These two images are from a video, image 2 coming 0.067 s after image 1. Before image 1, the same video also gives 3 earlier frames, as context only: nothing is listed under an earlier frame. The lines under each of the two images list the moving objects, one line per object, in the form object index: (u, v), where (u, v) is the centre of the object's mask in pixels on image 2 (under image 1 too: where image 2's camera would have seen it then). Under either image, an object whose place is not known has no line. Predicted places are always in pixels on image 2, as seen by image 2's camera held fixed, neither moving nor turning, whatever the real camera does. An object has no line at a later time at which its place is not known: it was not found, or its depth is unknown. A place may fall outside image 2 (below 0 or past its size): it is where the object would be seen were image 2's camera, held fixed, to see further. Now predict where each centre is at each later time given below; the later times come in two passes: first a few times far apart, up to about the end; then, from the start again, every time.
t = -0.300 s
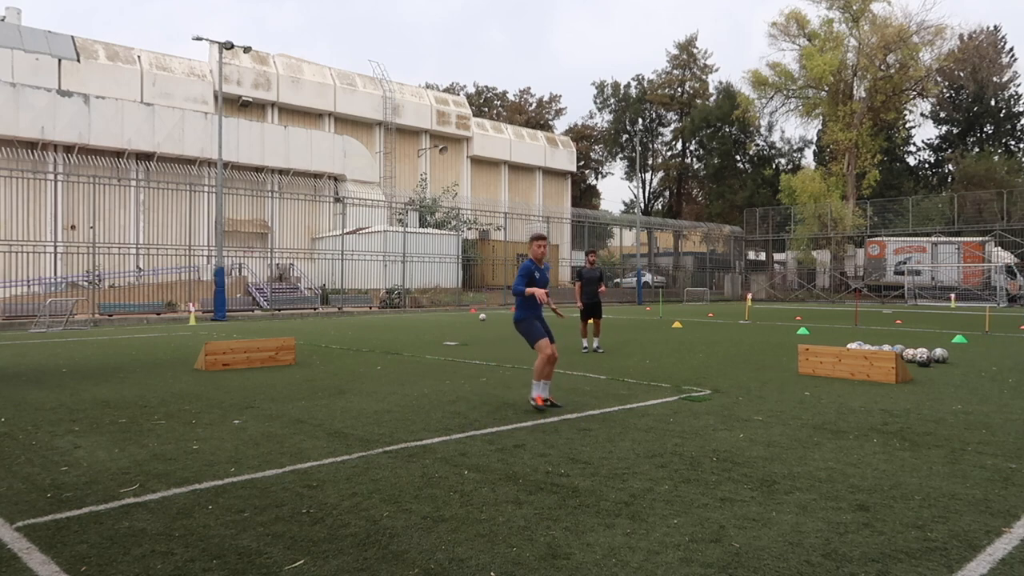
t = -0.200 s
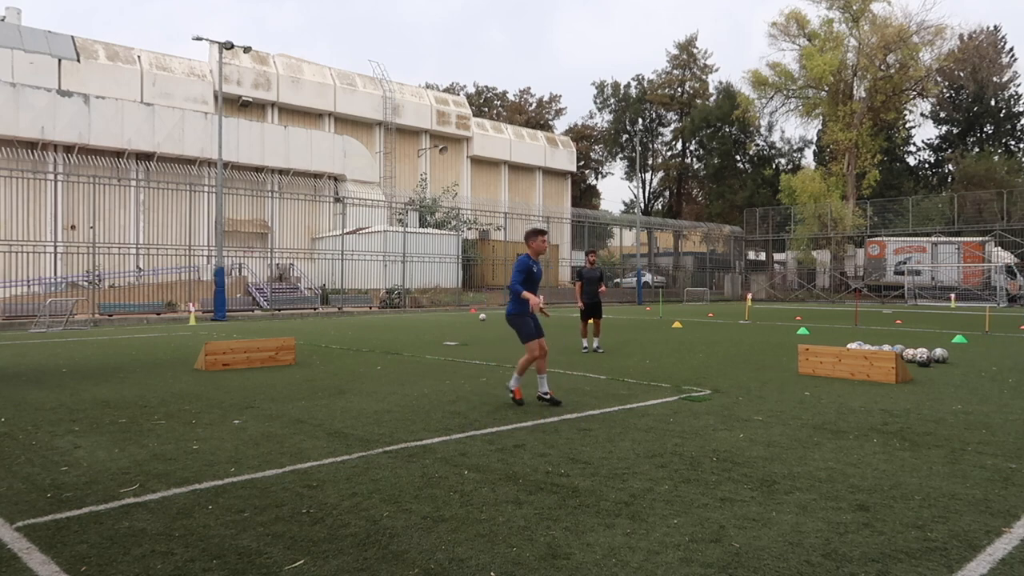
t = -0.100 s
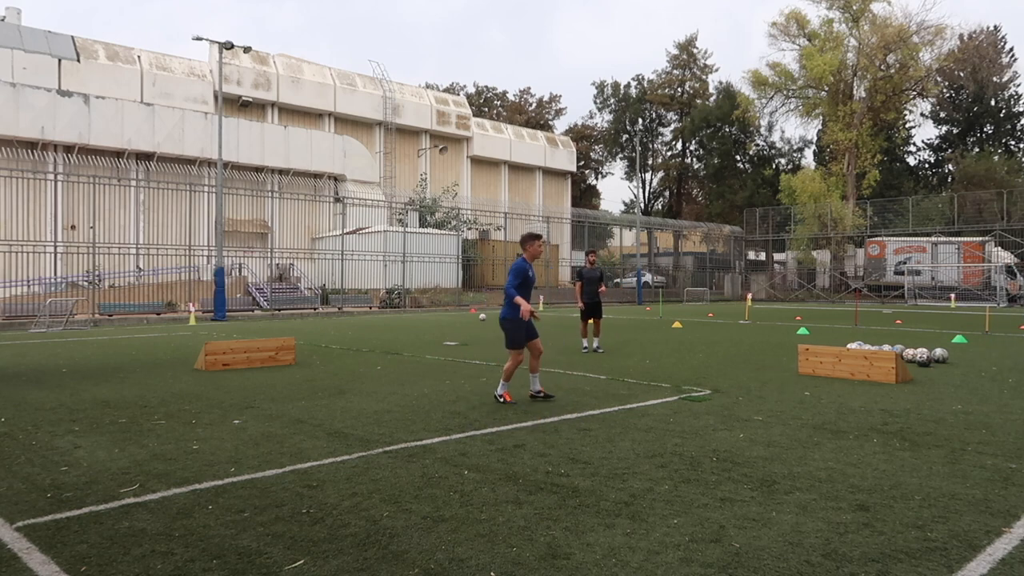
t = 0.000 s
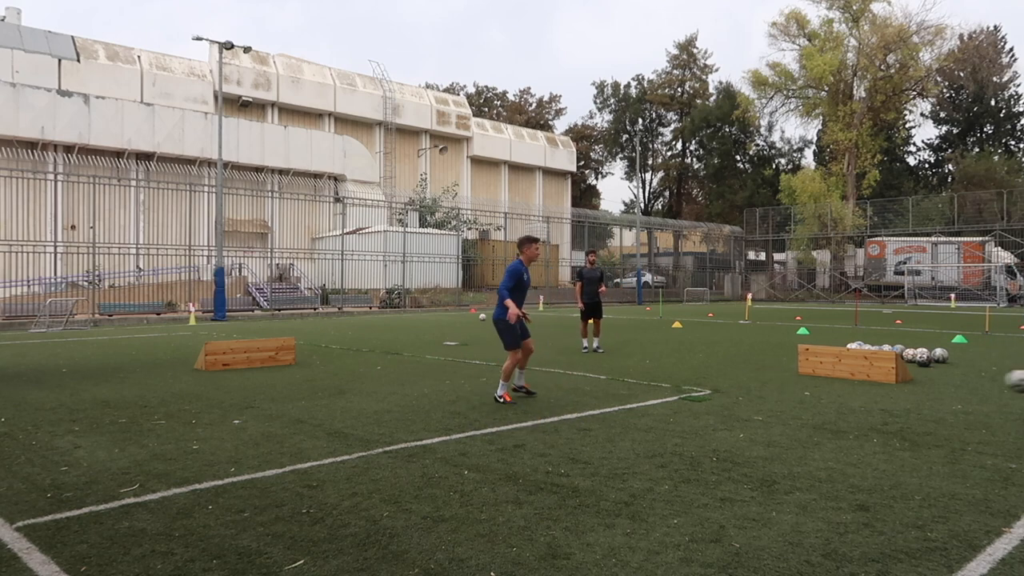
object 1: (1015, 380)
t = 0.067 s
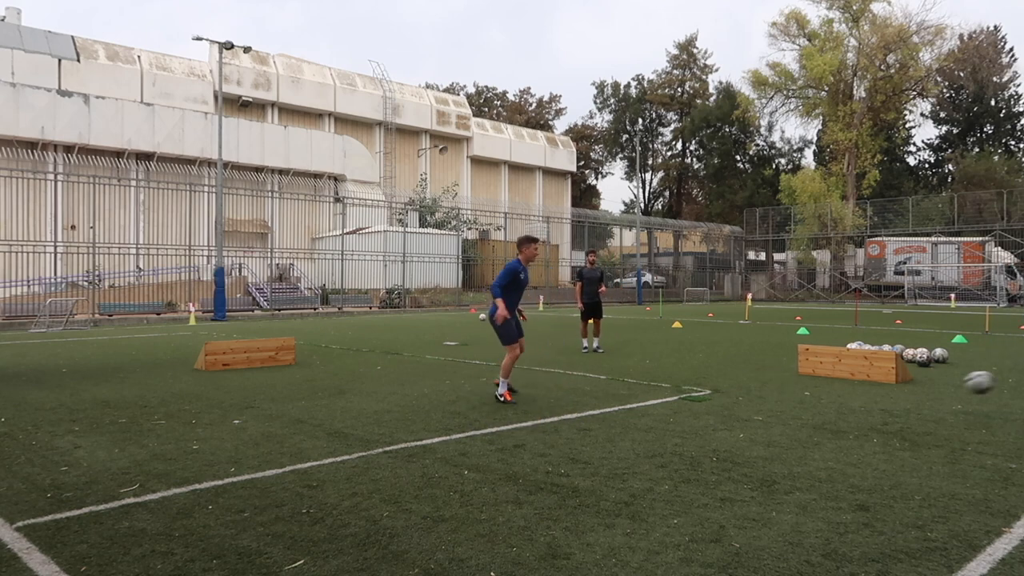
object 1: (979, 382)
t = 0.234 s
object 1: (883, 401)
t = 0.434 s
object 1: (801, 384)
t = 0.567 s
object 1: (749, 396)
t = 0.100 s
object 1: (959, 384)
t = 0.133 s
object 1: (939, 388)
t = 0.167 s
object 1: (920, 392)
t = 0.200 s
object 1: (900, 398)
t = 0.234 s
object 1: (883, 401)
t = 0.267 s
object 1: (868, 395)
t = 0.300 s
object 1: (855, 390)
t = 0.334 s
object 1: (841, 388)
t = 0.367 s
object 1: (828, 386)
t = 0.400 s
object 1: (814, 384)
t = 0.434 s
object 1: (801, 384)
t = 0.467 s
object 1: (788, 385)
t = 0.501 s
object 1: (775, 387)
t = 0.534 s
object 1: (762, 391)
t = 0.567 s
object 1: (749, 396)
